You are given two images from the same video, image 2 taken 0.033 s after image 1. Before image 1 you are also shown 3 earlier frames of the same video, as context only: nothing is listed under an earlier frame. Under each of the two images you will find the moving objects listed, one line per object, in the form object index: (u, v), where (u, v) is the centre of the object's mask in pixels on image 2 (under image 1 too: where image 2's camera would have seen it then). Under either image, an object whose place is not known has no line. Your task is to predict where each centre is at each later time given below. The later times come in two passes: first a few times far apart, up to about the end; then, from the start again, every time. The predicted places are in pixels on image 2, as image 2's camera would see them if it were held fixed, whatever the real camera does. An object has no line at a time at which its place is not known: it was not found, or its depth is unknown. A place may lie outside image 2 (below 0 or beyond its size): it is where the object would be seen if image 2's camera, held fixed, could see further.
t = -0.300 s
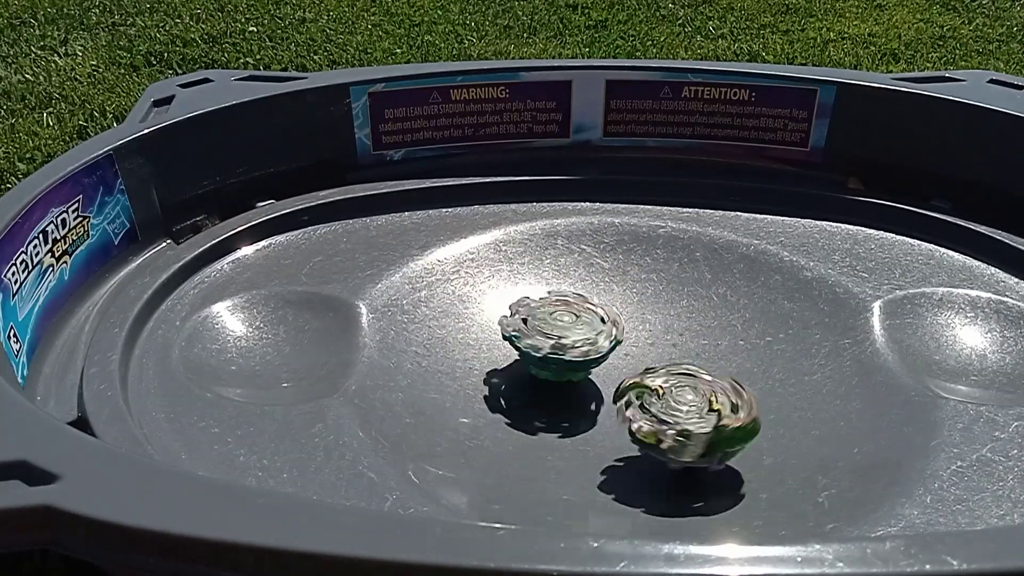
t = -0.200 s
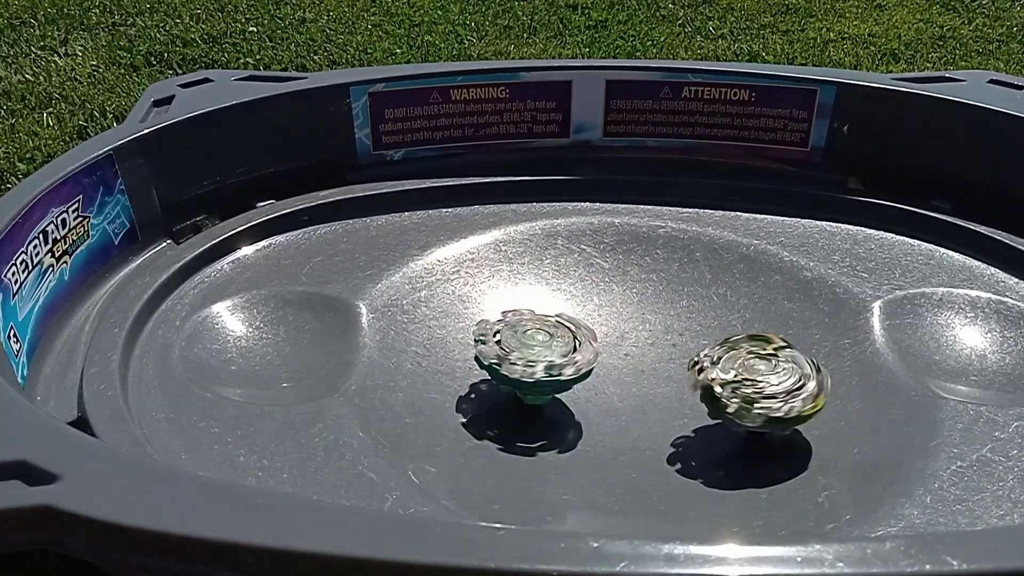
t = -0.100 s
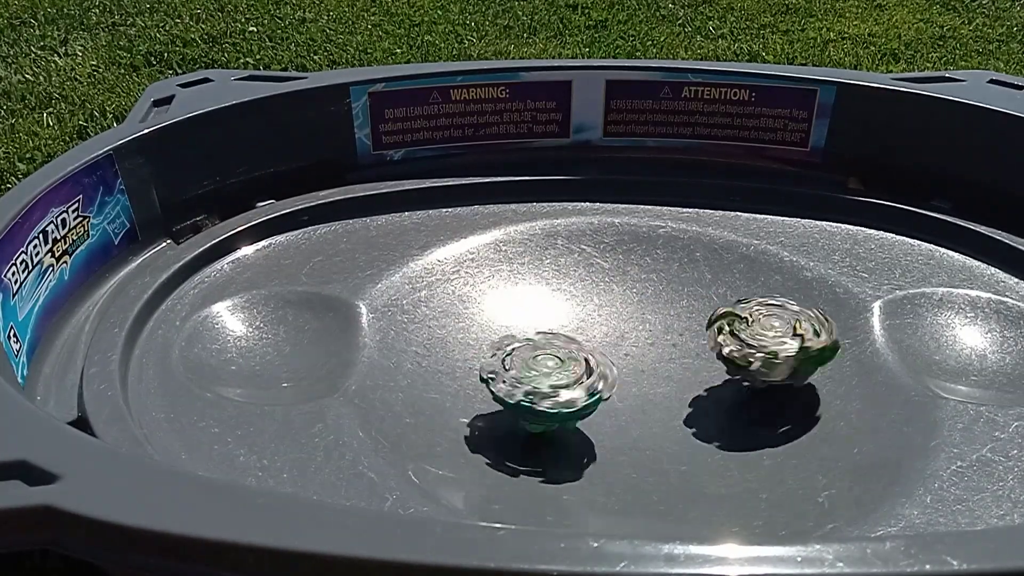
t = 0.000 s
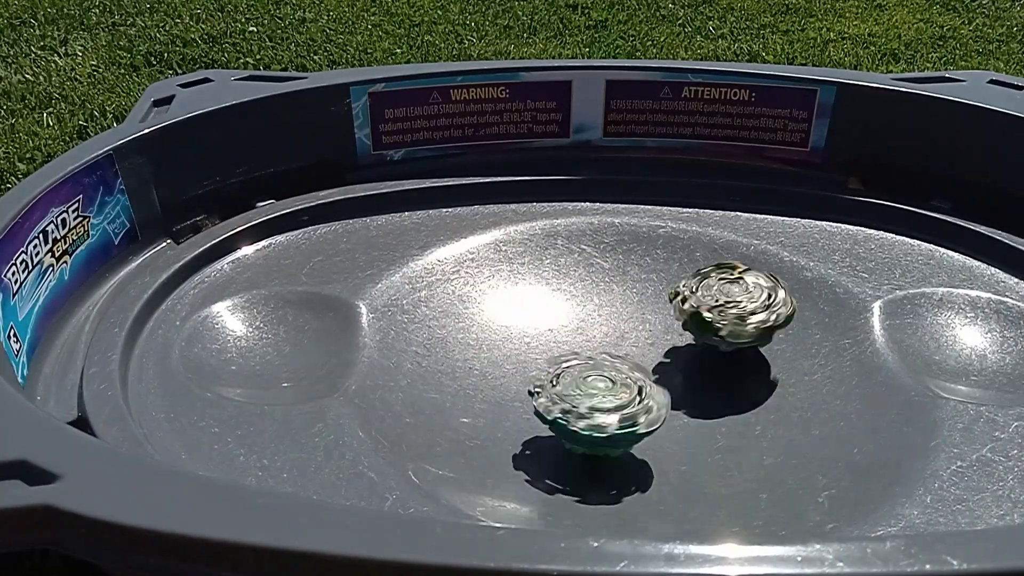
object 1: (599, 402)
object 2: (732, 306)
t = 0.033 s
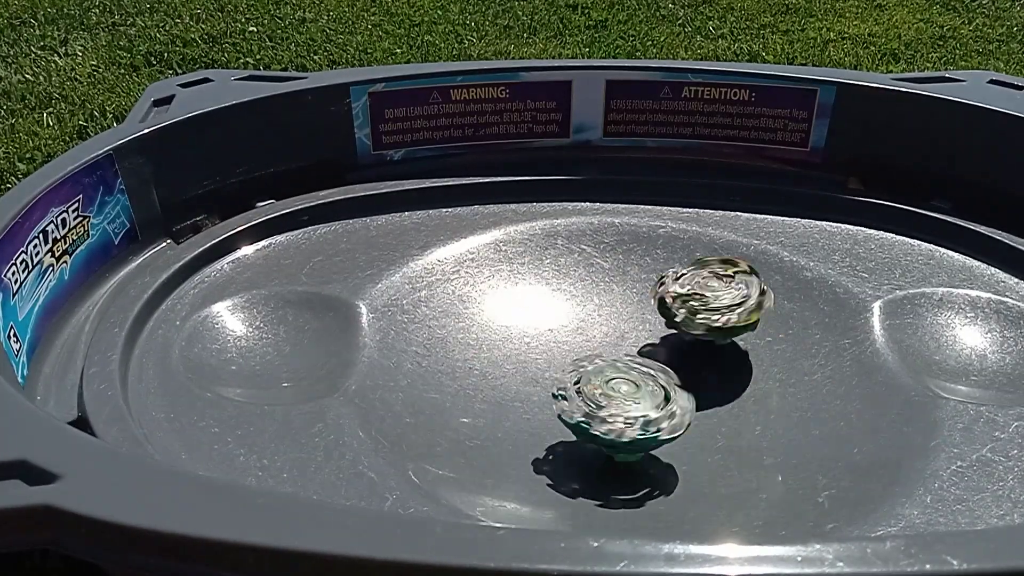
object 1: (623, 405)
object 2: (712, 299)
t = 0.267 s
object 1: (729, 363)
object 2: (576, 338)
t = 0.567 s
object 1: (632, 323)
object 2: (712, 430)
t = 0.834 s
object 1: (612, 397)
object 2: (762, 354)
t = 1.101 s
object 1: (743, 403)
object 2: (574, 350)
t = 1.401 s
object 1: (662, 346)
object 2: (613, 430)
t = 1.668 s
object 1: (554, 377)
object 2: (702, 365)
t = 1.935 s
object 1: (643, 414)
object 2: (568, 322)
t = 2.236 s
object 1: (682, 340)
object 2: (596, 395)
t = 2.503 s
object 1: (594, 297)
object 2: (745, 397)
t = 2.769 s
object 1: (583, 371)
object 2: (705, 342)
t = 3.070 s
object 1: (709, 428)
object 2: (606, 365)
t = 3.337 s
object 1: (797, 381)
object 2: (641, 403)
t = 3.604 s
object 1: (719, 321)
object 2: (641, 380)
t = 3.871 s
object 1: (607, 310)
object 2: (580, 386)
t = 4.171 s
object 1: (611, 343)
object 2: (656, 425)
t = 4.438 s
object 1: (670, 281)
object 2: (768, 447)
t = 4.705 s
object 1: (688, 312)
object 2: (709, 388)
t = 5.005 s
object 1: (688, 320)
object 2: (553, 346)
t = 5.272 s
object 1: (665, 375)
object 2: (496, 333)
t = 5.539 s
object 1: (604, 418)
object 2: (550, 319)
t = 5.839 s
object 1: (508, 404)
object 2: (670, 272)
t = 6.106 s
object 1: (611, 420)
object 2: (747, 299)
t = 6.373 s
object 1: (678, 450)
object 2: (735, 374)
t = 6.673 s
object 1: (545, 410)
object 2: (651, 380)
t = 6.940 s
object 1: (539, 321)
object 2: (634, 346)
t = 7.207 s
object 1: (641, 301)
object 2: (678, 380)
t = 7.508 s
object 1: (699, 351)
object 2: (628, 410)
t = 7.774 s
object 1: (690, 356)
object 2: (600, 378)
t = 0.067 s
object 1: (644, 405)
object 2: (691, 296)
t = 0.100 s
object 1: (666, 404)
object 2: (665, 296)
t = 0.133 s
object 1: (688, 399)
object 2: (643, 298)
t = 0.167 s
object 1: (703, 391)
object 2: (621, 304)
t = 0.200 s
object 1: (716, 382)
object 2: (603, 313)
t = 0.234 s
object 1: (725, 372)
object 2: (589, 324)
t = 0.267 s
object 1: (729, 363)
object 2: (576, 338)
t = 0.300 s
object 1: (727, 353)
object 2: (570, 352)
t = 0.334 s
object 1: (724, 343)
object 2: (570, 366)
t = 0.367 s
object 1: (717, 335)
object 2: (577, 381)
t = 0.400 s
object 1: (705, 329)
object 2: (591, 396)
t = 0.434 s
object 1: (692, 324)
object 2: (606, 408)
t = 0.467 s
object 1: (679, 321)
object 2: (629, 418)
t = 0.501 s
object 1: (662, 320)
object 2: (654, 426)
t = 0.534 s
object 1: (645, 320)
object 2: (683, 429)
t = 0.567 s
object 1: (632, 323)
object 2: (712, 430)
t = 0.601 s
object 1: (618, 328)
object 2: (740, 426)
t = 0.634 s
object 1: (605, 336)
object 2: (761, 419)
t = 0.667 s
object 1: (596, 345)
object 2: (779, 409)
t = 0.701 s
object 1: (592, 354)
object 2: (789, 398)
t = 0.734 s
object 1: (590, 365)
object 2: (791, 386)
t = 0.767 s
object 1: (593, 375)
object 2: (788, 374)
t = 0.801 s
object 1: (600, 385)
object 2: (776, 364)
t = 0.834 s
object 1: (612, 397)
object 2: (762, 354)
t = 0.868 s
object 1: (625, 405)
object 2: (740, 347)
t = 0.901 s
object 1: (643, 412)
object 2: (719, 341)
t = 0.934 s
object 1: (664, 416)
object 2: (693, 336)
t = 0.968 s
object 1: (683, 418)
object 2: (666, 334)
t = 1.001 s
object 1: (700, 418)
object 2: (640, 337)
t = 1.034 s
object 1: (717, 415)
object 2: (617, 339)
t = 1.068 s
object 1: (734, 410)
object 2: (594, 344)
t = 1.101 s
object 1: (743, 403)
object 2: (574, 350)
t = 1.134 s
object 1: (747, 396)
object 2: (558, 358)
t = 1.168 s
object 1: (749, 387)
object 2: (545, 367)
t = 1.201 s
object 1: (747, 378)
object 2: (537, 377)
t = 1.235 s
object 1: (739, 370)
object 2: (537, 387)
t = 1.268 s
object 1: (729, 364)
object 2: (541, 398)
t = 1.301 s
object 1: (713, 358)
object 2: (552, 409)
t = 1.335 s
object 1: (697, 353)
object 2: (568, 419)
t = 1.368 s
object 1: (681, 349)
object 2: (591, 425)
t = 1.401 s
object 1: (662, 346)
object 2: (613, 430)
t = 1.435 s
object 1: (642, 343)
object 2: (639, 430)
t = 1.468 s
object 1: (623, 341)
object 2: (661, 428)
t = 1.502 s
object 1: (605, 346)
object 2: (681, 422)
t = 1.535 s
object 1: (589, 351)
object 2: (695, 413)
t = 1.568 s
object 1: (575, 357)
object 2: (705, 402)
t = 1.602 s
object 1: (564, 363)
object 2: (708, 390)
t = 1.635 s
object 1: (556, 370)
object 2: (708, 378)
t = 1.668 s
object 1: (554, 377)
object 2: (702, 365)
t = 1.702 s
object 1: (554, 384)
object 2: (692, 353)
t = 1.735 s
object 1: (557, 392)
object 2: (676, 343)
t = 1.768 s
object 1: (566, 400)
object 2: (659, 335)
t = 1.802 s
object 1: (578, 407)
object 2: (642, 327)
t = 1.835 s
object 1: (594, 411)
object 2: (622, 323)
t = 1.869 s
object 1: (609, 413)
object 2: (603, 319)
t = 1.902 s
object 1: (626, 415)
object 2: (584, 319)
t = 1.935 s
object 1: (643, 414)
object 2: (568, 322)
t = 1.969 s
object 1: (661, 410)
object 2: (553, 326)
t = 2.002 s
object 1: (675, 406)
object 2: (543, 333)
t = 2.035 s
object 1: (688, 398)
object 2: (537, 341)
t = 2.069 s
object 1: (696, 389)
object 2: (536, 349)
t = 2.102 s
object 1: (700, 381)
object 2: (537, 358)
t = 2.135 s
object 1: (700, 371)
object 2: (545, 368)
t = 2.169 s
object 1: (695, 360)
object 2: (558, 379)
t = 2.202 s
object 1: (688, 351)
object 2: (573, 387)
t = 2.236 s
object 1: (682, 340)
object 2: (596, 395)
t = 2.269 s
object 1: (671, 331)
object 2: (618, 399)
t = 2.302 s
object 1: (663, 321)
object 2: (634, 406)
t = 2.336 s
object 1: (653, 314)
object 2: (654, 411)
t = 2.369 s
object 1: (643, 305)
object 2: (676, 413)
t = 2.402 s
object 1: (630, 300)
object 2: (695, 412)
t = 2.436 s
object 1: (618, 296)
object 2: (717, 410)
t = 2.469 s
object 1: (605, 296)
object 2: (733, 404)
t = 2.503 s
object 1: (594, 297)
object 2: (745, 397)
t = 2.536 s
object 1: (584, 302)
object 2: (751, 389)
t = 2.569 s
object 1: (575, 309)
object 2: (753, 380)
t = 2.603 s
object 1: (571, 318)
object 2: (753, 372)
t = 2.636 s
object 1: (570, 328)
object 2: (745, 363)
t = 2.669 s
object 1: (573, 339)
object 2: (733, 355)
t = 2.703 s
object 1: (581, 350)
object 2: (722, 350)
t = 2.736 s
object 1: (584, 362)
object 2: (713, 344)
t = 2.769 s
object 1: (583, 371)
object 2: (705, 342)
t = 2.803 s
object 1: (590, 381)
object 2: (696, 338)
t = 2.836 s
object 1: (599, 392)
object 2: (685, 335)
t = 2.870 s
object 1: (609, 402)
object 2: (671, 332)
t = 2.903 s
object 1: (622, 410)
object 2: (655, 333)
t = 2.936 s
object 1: (634, 417)
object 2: (641, 335)
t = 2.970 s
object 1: (652, 424)
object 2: (629, 340)
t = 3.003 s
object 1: (671, 428)
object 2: (616, 347)
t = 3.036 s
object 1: (690, 429)
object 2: (607, 356)
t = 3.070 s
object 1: (709, 428)
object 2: (606, 365)
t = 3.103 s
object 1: (726, 425)
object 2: (604, 374)
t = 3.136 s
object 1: (742, 421)
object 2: (605, 382)
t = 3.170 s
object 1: (764, 418)
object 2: (604, 386)
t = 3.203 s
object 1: (780, 413)
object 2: (605, 392)
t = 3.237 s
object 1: (792, 406)
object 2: (614, 396)
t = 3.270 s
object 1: (799, 398)
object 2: (623, 400)
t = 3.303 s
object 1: (800, 390)
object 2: (631, 402)
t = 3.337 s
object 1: (797, 381)
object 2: (641, 403)
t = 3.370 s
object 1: (789, 373)
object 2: (650, 403)
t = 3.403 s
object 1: (781, 365)
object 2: (660, 401)
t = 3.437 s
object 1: (776, 355)
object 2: (659, 399)
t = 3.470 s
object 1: (767, 347)
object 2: (663, 396)
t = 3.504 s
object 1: (760, 339)
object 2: (660, 391)
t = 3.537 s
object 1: (747, 332)
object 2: (655, 388)
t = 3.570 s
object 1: (733, 326)
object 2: (648, 384)
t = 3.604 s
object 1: (719, 321)
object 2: (641, 380)
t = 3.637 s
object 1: (703, 317)
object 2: (633, 377)
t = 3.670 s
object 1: (688, 313)
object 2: (623, 375)
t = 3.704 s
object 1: (674, 310)
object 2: (609, 375)
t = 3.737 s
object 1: (660, 308)
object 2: (601, 376)
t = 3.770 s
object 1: (645, 308)
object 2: (593, 377)
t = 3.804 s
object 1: (630, 308)
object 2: (588, 380)
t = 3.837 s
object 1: (615, 310)
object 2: (581, 382)
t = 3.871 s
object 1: (607, 310)
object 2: (580, 386)
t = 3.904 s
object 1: (597, 313)
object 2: (576, 391)
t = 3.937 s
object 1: (590, 315)
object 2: (579, 395)
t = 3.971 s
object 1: (583, 320)
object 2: (582, 400)
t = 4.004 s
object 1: (582, 324)
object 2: (589, 407)
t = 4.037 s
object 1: (583, 328)
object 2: (600, 414)
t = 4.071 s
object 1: (587, 332)
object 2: (611, 420)
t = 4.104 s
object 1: (594, 336)
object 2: (626, 423)
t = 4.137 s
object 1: (602, 341)
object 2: (642, 426)
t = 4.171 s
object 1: (611, 343)
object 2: (656, 425)
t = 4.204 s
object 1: (618, 347)
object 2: (671, 421)
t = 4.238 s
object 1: (634, 331)
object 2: (684, 440)
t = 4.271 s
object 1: (647, 314)
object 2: (697, 450)
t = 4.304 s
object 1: (656, 304)
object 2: (714, 454)
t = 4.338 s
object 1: (659, 298)
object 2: (730, 454)
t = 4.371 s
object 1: (661, 291)
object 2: (745, 454)
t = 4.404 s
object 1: (665, 286)
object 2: (759, 452)
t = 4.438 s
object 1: (670, 281)
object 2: (768, 447)
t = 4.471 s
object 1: (674, 280)
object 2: (774, 442)
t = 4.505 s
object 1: (677, 279)
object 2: (774, 435)
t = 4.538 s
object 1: (681, 281)
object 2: (770, 428)
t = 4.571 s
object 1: (684, 285)
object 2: (763, 420)
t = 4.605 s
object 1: (687, 292)
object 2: (752, 412)
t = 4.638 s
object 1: (687, 299)
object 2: (739, 404)
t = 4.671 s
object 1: (688, 307)
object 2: (724, 395)
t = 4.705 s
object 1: (688, 312)
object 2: (709, 388)
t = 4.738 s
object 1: (693, 307)
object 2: (687, 390)
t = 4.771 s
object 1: (697, 301)
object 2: (668, 387)
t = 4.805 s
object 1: (695, 300)
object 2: (650, 381)
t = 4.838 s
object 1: (691, 301)
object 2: (632, 374)
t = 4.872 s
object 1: (686, 303)
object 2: (616, 368)
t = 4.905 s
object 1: (682, 308)
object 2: (600, 362)
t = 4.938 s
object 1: (686, 310)
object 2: (582, 356)
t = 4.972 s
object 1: (689, 314)
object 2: (566, 351)
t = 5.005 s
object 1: (688, 320)
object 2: (553, 346)
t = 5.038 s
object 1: (688, 326)
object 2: (540, 340)
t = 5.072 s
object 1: (689, 332)
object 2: (528, 335)
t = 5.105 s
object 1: (687, 339)
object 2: (517, 331)
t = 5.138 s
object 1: (684, 346)
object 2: (506, 328)
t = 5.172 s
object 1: (681, 354)
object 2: (499, 327)
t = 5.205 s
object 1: (675, 361)
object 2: (495, 328)
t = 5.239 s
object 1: (670, 368)
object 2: (494, 330)
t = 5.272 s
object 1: (665, 375)
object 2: (496, 333)
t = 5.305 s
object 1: (657, 380)
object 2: (502, 337)
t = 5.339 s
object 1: (650, 384)
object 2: (512, 343)
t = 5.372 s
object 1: (640, 392)
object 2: (522, 346)
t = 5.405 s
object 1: (639, 403)
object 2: (530, 341)
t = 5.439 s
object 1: (634, 409)
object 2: (538, 334)
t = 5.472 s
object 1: (626, 419)
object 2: (544, 331)
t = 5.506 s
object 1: (617, 421)
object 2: (548, 324)
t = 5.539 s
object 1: (604, 418)
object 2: (550, 319)
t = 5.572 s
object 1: (592, 413)
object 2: (555, 315)
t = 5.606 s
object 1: (581, 408)
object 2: (561, 310)
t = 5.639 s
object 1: (574, 401)
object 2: (568, 307)
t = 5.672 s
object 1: (569, 393)
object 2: (577, 304)
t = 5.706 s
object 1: (567, 385)
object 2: (585, 304)
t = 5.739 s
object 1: (549, 391)
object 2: (607, 296)
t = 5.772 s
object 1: (529, 392)
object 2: (634, 281)
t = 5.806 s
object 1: (514, 402)
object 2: (658, 274)
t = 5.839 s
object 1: (508, 404)
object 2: (670, 272)
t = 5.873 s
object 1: (507, 407)
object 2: (681, 268)
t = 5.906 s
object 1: (515, 406)
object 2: (689, 268)
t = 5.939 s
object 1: (528, 408)
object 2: (703, 268)
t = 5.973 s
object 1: (544, 413)
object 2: (713, 270)
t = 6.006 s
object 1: (558, 414)
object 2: (723, 275)
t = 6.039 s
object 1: (575, 417)
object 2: (732, 283)
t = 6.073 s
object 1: (593, 418)
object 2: (740, 290)
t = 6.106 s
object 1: (611, 420)
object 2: (747, 299)
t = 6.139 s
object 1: (630, 421)
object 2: (749, 311)
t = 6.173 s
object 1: (648, 422)
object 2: (753, 321)
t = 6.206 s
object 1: (664, 423)
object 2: (751, 337)
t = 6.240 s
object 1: (680, 422)
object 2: (755, 345)
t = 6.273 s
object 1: (692, 423)
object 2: (752, 352)
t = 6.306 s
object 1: (688, 433)
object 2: (752, 358)
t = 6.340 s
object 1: (682, 440)
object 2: (747, 366)
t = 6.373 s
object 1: (678, 450)
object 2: (735, 374)
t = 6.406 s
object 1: (668, 459)
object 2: (730, 379)
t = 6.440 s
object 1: (651, 461)
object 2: (723, 381)
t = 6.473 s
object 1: (635, 459)
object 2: (710, 385)
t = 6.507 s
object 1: (622, 454)
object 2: (697, 387)
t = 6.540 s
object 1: (610, 449)
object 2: (683, 388)
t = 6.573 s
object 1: (599, 444)
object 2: (670, 388)
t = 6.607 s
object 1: (590, 434)
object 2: (658, 386)
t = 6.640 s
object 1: (569, 422)
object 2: (652, 383)
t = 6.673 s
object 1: (545, 410)
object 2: (651, 380)
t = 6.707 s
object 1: (527, 393)
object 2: (645, 374)
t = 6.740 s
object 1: (516, 383)
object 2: (638, 368)
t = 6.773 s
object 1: (513, 364)
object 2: (636, 364)
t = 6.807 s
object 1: (509, 357)
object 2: (631, 359)
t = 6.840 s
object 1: (516, 341)
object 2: (628, 354)
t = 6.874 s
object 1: (520, 334)
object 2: (627, 348)
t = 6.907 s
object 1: (530, 329)
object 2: (627, 345)
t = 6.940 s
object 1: (539, 321)
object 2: (634, 346)
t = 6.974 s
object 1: (547, 312)
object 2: (642, 347)
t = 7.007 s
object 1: (561, 298)
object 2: (648, 354)
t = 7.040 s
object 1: (577, 293)
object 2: (652, 358)
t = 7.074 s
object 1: (593, 292)
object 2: (660, 359)
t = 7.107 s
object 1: (605, 291)
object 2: (668, 365)
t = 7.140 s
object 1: (618, 292)
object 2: (672, 372)
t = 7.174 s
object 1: (631, 296)
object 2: (673, 377)
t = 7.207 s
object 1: (641, 301)
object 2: (678, 380)
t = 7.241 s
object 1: (648, 306)
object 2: (679, 386)
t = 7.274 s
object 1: (654, 312)
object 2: (679, 391)
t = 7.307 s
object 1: (659, 317)
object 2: (674, 395)
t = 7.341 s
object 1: (667, 322)
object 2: (670, 401)
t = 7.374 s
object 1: (675, 326)
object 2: (660, 405)
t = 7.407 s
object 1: (686, 333)
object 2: (656, 410)
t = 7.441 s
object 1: (695, 338)
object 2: (649, 411)
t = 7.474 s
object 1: (698, 345)
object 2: (640, 411)
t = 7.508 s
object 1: (699, 351)
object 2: (628, 410)
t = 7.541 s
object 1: (698, 355)
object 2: (619, 406)
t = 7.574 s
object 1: (695, 356)
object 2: (613, 403)
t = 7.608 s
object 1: (692, 355)
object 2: (608, 401)
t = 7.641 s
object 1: (690, 354)
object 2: (600, 397)
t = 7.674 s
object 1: (689, 355)
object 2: (599, 392)
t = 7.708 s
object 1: (689, 356)
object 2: (598, 388)
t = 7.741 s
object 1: (689, 356)
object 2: (600, 384)
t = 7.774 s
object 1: (690, 356)
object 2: (600, 378)
